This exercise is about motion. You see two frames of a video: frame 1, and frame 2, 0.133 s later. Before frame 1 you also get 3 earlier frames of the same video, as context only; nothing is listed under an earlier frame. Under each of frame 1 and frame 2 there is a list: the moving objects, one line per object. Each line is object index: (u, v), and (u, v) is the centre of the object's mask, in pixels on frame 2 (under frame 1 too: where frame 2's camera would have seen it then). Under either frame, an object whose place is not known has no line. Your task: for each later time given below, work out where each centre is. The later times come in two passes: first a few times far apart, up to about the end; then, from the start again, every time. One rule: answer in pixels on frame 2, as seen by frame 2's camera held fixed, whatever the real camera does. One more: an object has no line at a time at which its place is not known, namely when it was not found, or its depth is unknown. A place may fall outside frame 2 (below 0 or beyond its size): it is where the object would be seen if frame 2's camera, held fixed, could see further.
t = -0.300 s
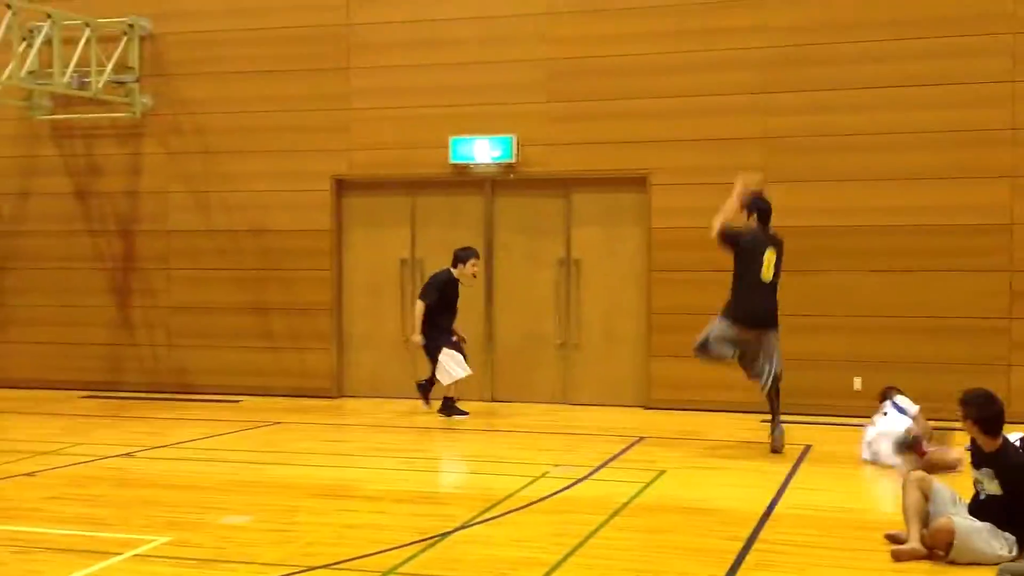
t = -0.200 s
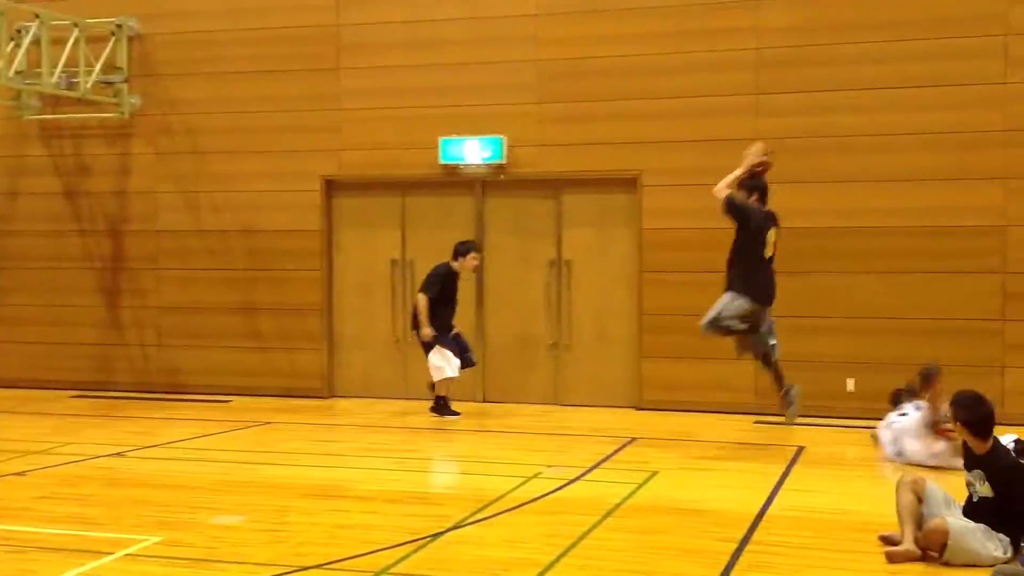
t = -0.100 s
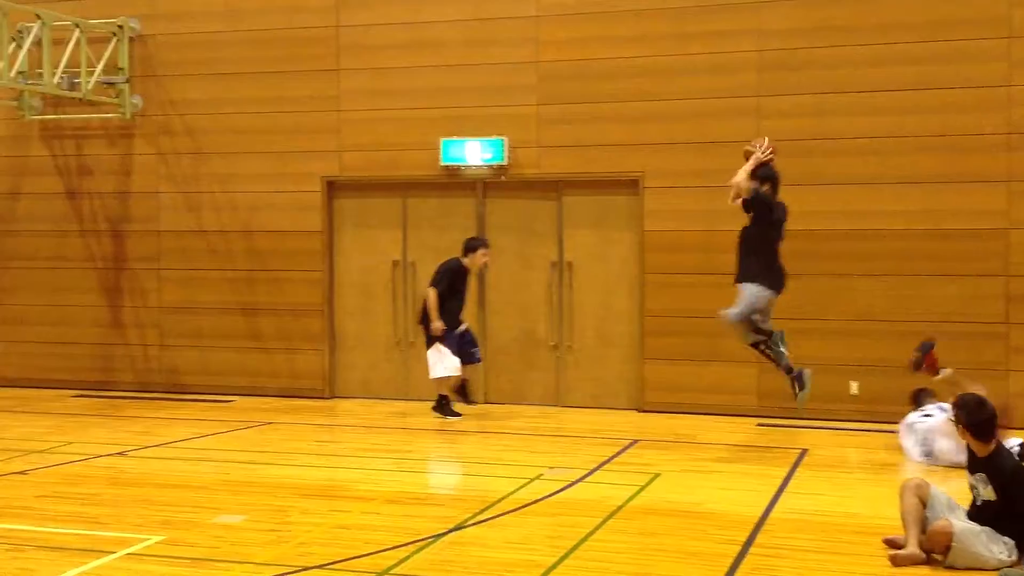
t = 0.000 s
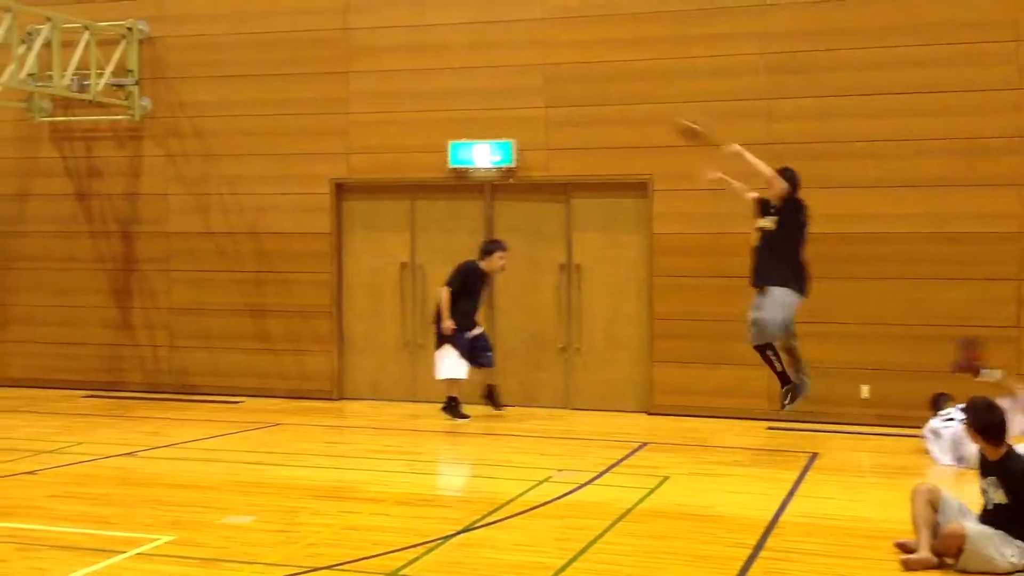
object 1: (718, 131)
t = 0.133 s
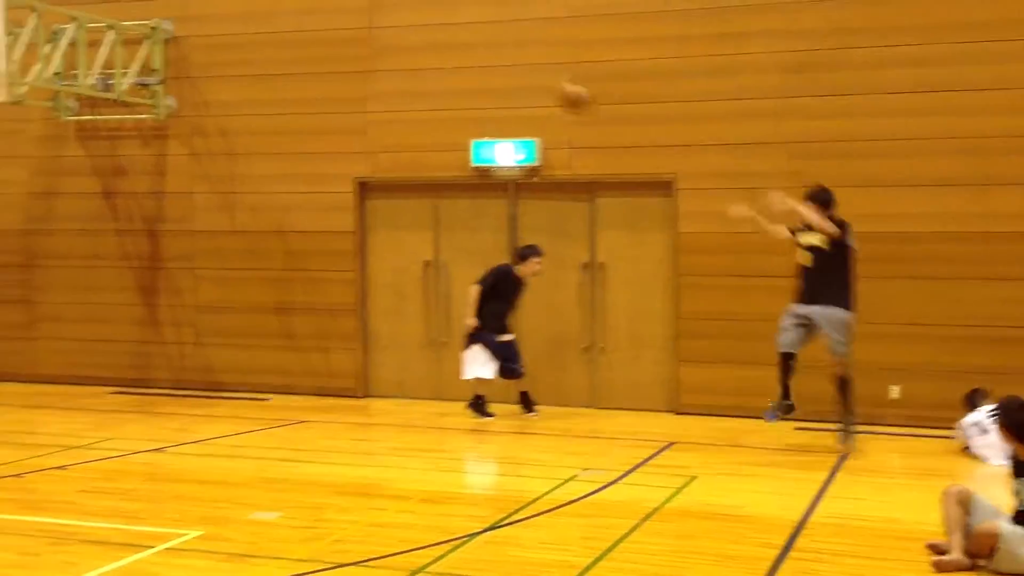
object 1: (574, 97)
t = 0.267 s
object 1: (435, 89)
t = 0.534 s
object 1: (142, 140)
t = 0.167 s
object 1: (537, 94)
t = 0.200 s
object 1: (504, 91)
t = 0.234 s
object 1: (469, 88)
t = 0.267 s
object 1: (435, 89)
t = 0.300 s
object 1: (398, 92)
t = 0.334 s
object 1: (361, 96)
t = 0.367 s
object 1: (328, 99)
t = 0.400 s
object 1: (290, 106)
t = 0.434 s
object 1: (257, 113)
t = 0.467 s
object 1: (218, 121)
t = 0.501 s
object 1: (179, 130)
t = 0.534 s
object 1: (142, 140)
